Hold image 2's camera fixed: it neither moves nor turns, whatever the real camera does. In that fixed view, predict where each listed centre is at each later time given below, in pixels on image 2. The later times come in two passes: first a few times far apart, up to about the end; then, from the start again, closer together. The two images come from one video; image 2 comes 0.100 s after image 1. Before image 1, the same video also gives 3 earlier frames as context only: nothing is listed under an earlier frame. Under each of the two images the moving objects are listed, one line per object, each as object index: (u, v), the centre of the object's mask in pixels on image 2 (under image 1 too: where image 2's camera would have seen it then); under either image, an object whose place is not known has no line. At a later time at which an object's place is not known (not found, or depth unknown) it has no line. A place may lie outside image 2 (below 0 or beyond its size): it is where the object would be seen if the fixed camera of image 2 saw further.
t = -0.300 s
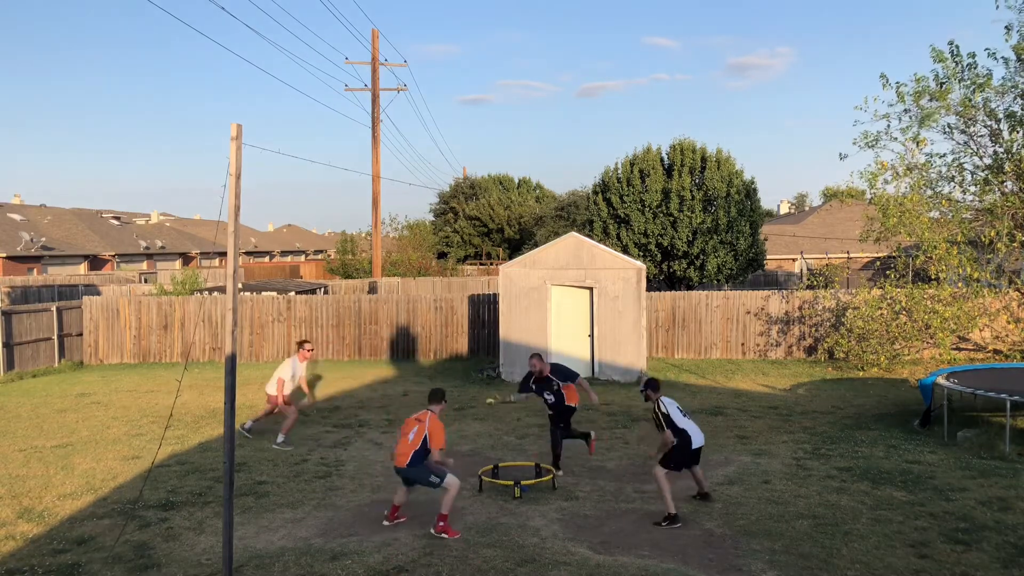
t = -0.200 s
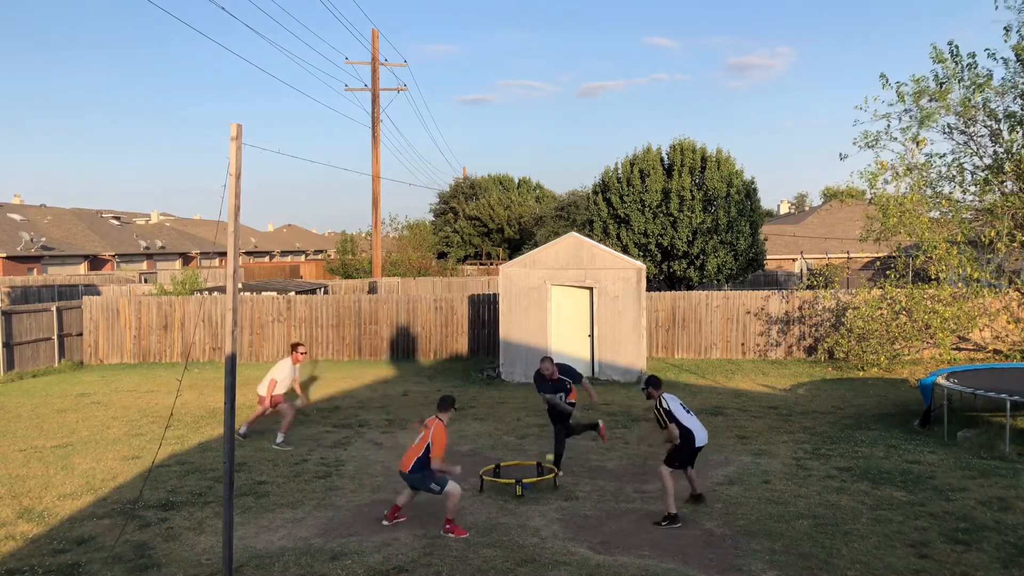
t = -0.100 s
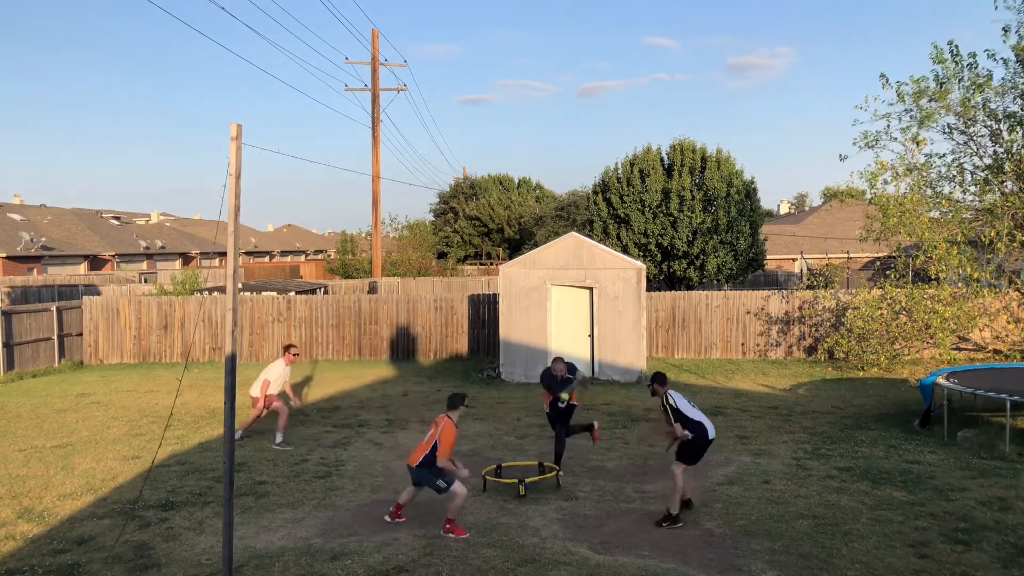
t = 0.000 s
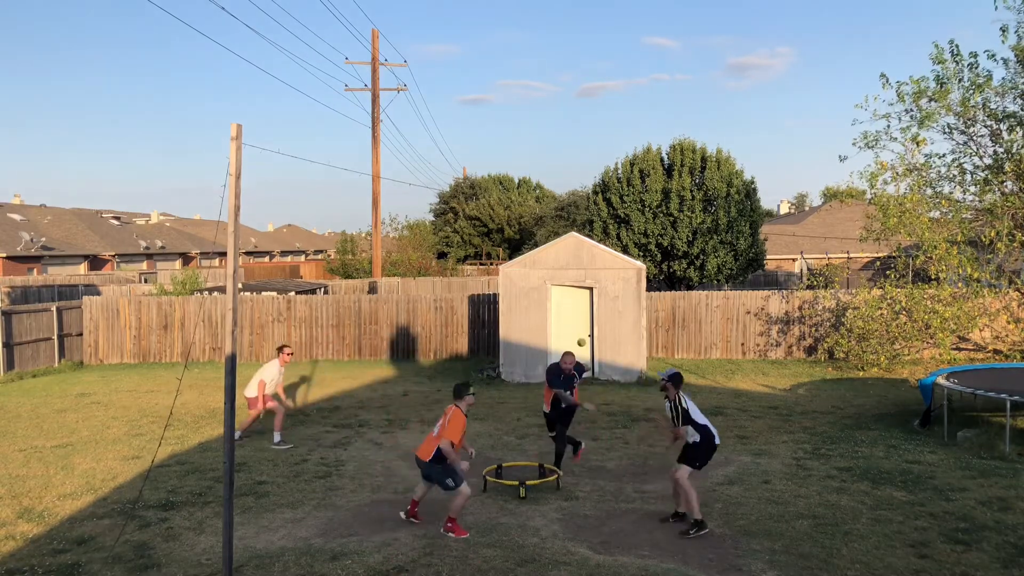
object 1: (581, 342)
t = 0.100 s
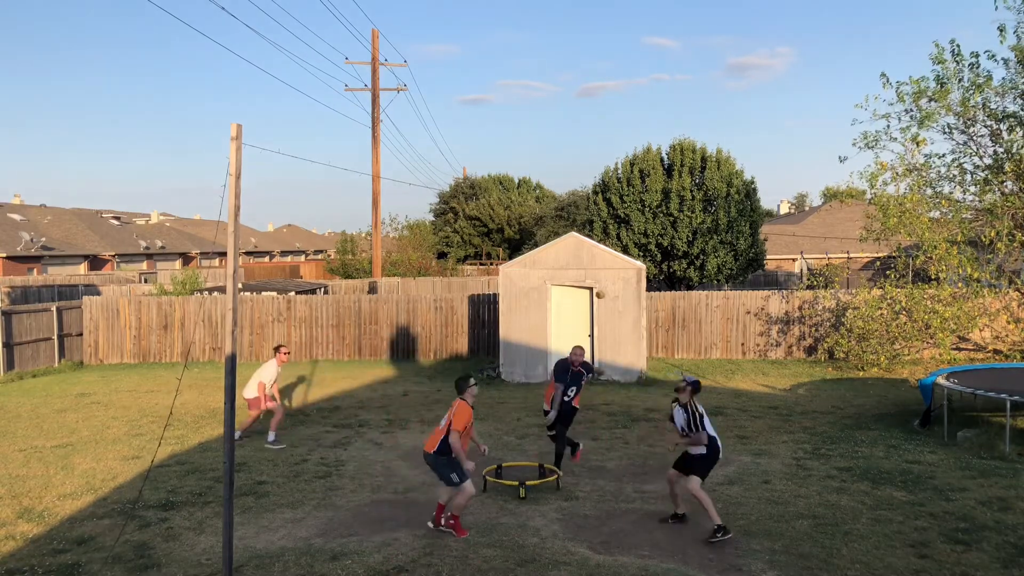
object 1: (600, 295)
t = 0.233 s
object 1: (627, 242)
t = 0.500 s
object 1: (695, 179)
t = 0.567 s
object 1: (713, 174)
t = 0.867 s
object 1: (808, 221)
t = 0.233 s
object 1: (627, 242)
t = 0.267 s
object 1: (635, 230)
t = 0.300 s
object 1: (643, 220)
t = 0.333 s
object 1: (652, 210)
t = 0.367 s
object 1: (659, 202)
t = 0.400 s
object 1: (668, 195)
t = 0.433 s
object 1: (675, 188)
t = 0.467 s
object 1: (685, 183)
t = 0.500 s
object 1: (695, 179)
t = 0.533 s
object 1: (704, 176)
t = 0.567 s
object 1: (713, 174)
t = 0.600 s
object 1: (723, 174)
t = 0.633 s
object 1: (732, 174)
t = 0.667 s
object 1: (743, 175)
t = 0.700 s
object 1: (754, 180)
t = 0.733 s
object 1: (764, 185)
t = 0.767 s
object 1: (774, 192)
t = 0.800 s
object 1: (785, 200)
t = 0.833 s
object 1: (796, 208)
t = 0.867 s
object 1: (808, 221)
